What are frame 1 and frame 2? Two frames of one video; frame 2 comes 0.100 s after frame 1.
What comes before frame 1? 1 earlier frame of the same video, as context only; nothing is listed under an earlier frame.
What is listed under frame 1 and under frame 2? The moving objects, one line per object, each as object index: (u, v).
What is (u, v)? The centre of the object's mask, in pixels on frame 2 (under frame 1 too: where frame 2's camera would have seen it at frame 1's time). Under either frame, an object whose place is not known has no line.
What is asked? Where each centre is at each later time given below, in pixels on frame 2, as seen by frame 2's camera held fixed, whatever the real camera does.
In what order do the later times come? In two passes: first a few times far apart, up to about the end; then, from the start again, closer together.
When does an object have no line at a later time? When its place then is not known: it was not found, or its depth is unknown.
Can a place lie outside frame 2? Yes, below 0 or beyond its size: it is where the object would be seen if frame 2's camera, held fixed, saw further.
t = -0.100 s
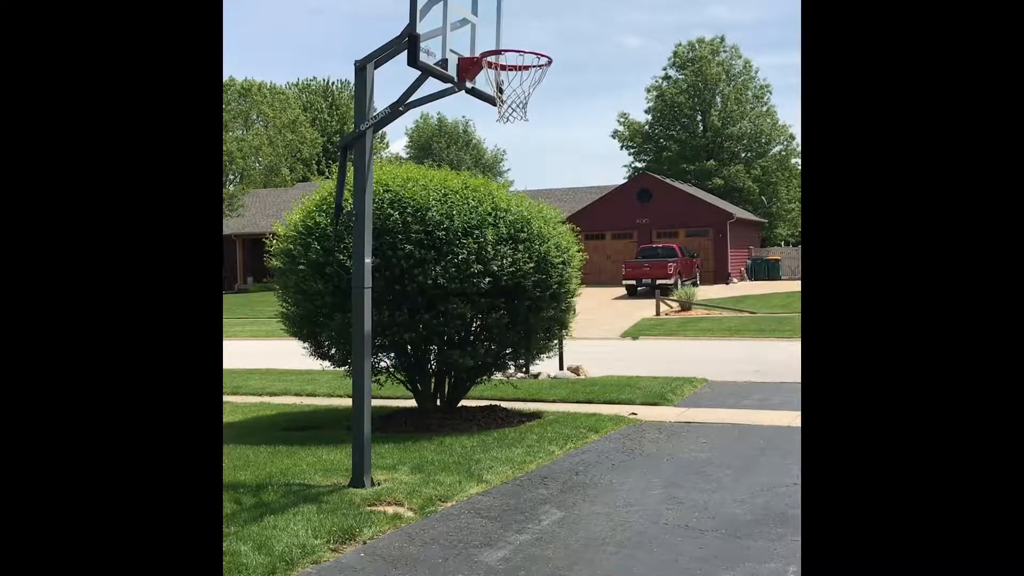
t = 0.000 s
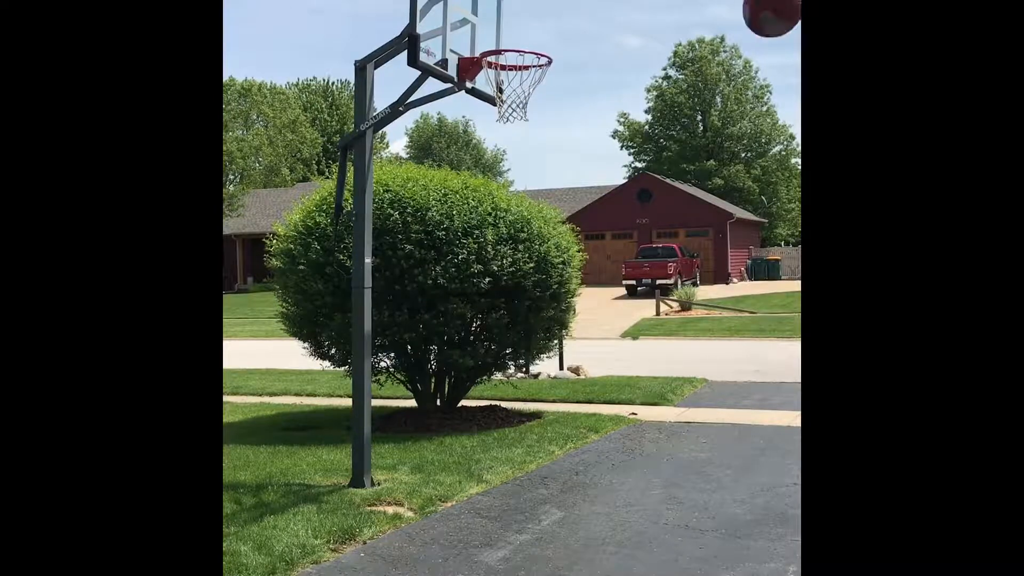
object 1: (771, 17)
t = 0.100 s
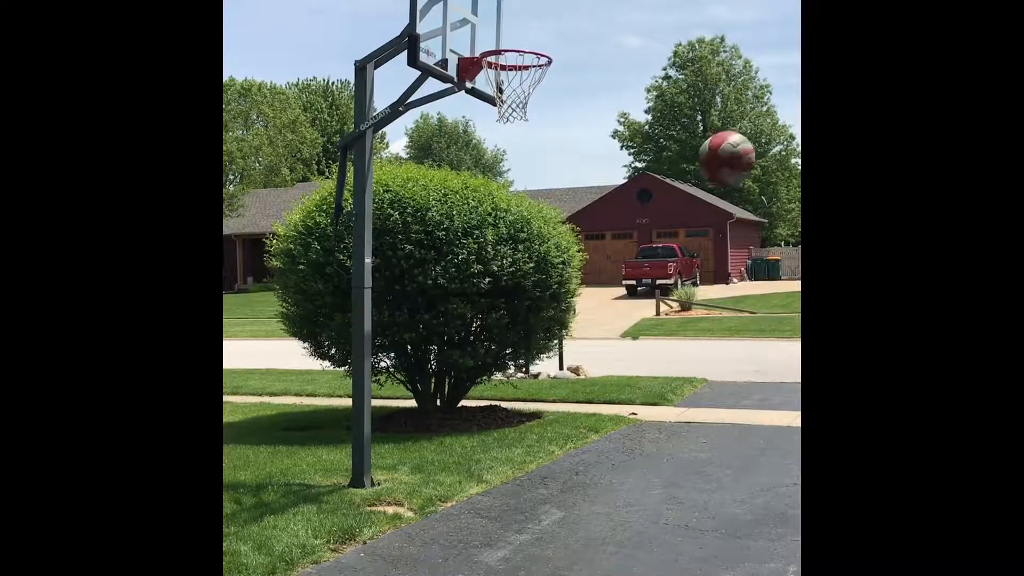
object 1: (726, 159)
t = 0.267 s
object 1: (660, 424)
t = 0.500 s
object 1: (617, 375)
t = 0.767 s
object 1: (595, 171)
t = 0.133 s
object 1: (713, 210)
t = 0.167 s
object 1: (699, 263)
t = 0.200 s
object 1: (685, 317)
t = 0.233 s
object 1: (672, 370)
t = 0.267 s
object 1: (660, 424)
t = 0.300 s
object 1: (649, 479)
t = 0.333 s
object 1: (638, 534)
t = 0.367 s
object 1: (631, 542)
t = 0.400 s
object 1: (627, 495)
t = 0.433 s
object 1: (624, 453)
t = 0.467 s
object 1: (620, 413)
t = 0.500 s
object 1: (617, 375)
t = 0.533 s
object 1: (614, 342)
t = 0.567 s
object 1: (611, 309)
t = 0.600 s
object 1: (607, 280)
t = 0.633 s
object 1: (605, 253)
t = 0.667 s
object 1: (603, 228)
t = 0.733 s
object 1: (597, 188)
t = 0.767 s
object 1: (595, 171)
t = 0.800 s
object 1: (593, 156)
